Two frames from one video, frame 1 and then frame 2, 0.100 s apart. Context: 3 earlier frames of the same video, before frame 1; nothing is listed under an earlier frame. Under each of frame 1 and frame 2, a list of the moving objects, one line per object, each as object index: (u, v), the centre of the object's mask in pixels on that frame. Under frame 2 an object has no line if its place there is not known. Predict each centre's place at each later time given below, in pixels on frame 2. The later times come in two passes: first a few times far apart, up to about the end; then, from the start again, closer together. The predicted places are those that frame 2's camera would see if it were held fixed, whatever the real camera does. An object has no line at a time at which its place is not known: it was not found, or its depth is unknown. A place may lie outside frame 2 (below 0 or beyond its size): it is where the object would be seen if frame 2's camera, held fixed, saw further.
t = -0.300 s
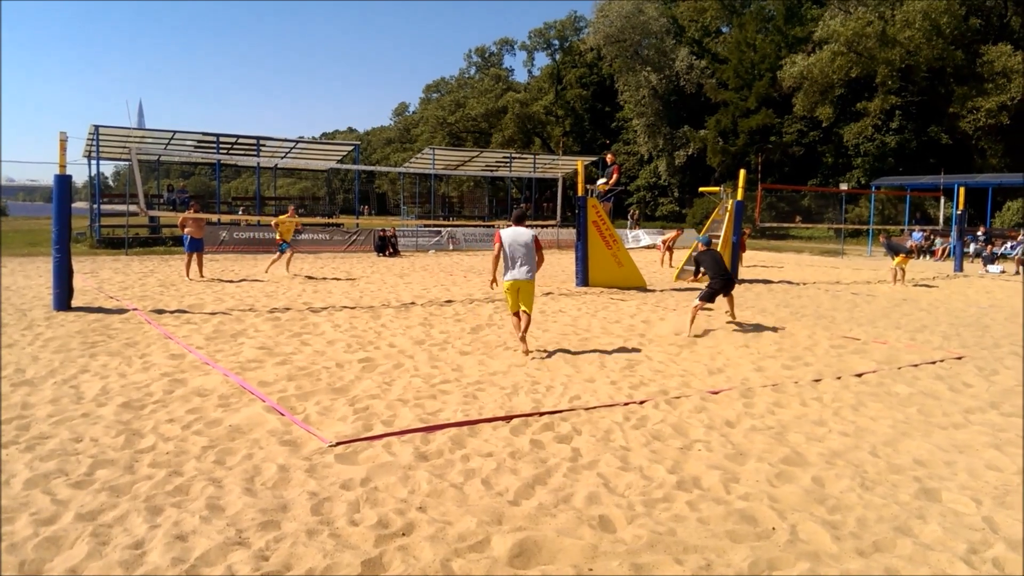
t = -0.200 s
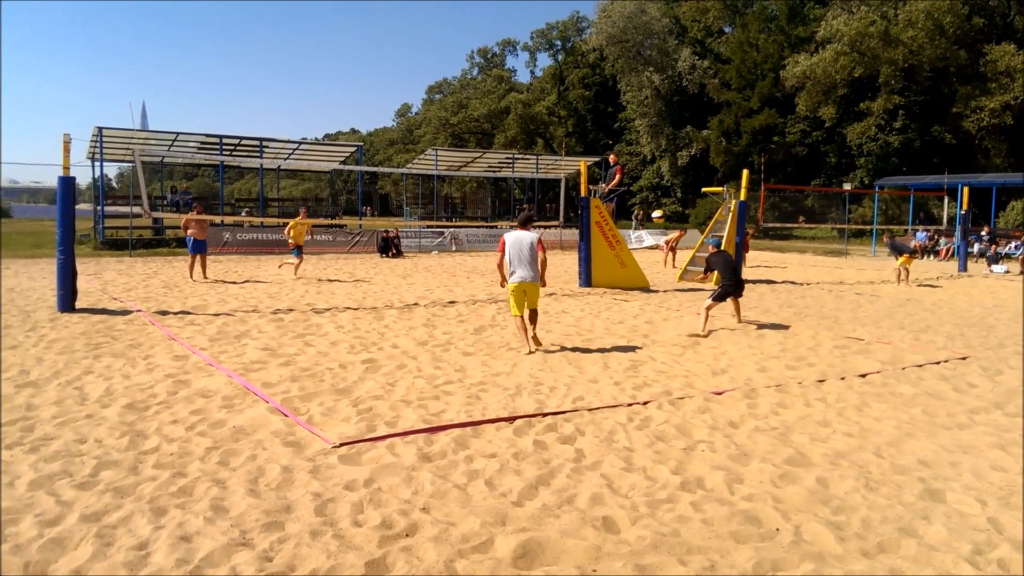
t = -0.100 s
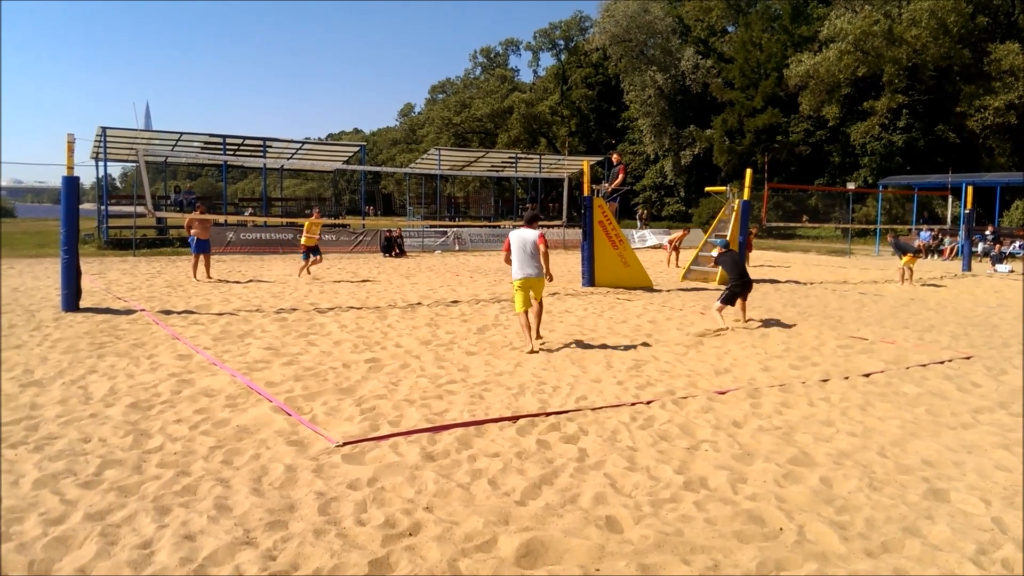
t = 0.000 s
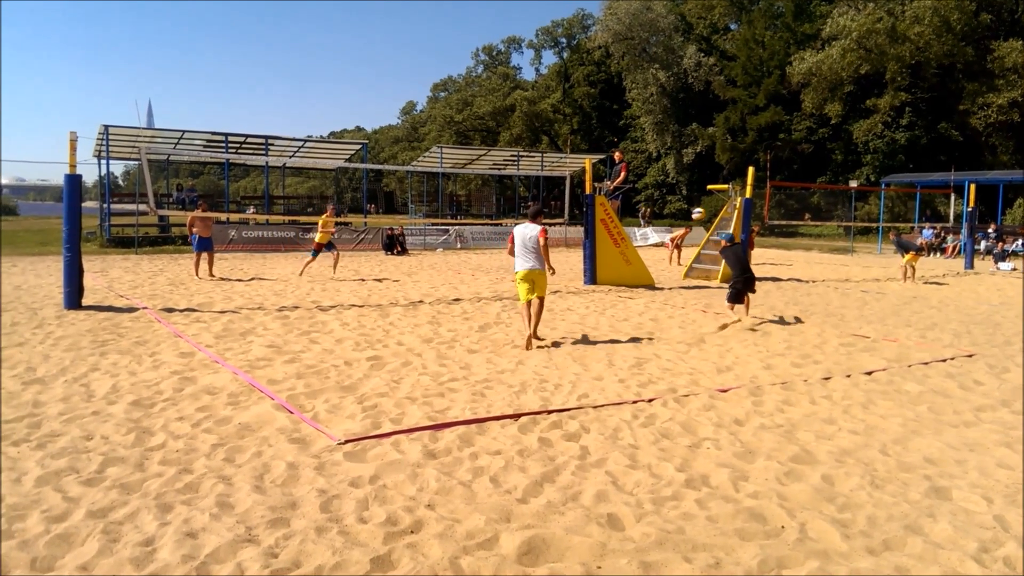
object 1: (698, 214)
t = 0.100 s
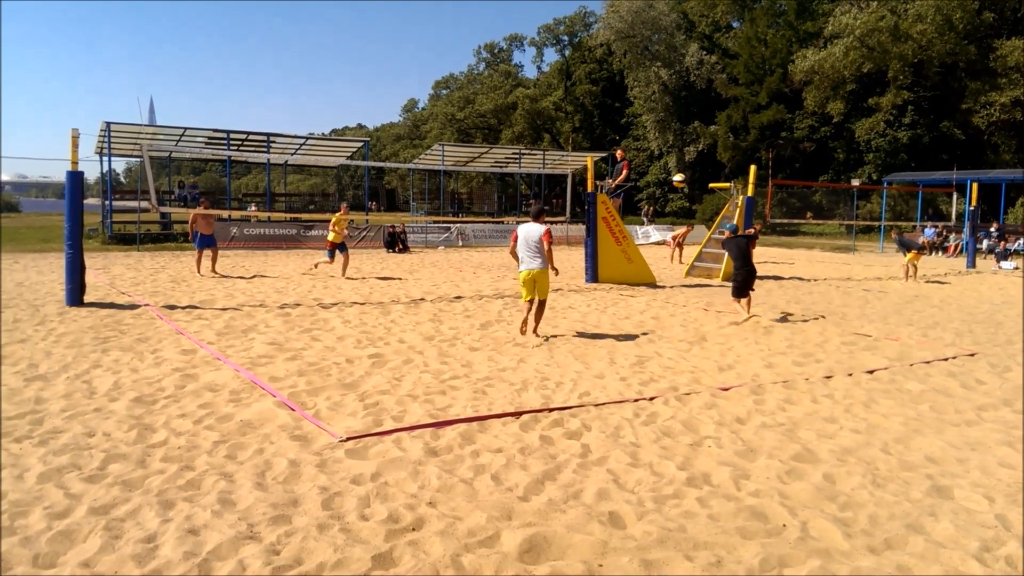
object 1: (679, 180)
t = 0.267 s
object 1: (645, 140)
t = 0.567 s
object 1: (588, 112)
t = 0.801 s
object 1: (548, 127)
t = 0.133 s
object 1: (673, 171)
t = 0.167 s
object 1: (665, 162)
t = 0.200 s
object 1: (658, 154)
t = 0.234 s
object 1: (651, 147)
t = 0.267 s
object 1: (645, 140)
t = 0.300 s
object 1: (638, 134)
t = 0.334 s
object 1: (632, 129)
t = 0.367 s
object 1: (626, 125)
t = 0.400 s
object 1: (620, 121)
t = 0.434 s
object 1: (613, 118)
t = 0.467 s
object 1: (607, 116)
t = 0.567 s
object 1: (588, 112)
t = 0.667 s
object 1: (570, 115)
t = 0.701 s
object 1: (565, 117)
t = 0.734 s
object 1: (559, 119)
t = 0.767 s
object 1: (554, 123)
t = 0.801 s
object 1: (548, 127)
